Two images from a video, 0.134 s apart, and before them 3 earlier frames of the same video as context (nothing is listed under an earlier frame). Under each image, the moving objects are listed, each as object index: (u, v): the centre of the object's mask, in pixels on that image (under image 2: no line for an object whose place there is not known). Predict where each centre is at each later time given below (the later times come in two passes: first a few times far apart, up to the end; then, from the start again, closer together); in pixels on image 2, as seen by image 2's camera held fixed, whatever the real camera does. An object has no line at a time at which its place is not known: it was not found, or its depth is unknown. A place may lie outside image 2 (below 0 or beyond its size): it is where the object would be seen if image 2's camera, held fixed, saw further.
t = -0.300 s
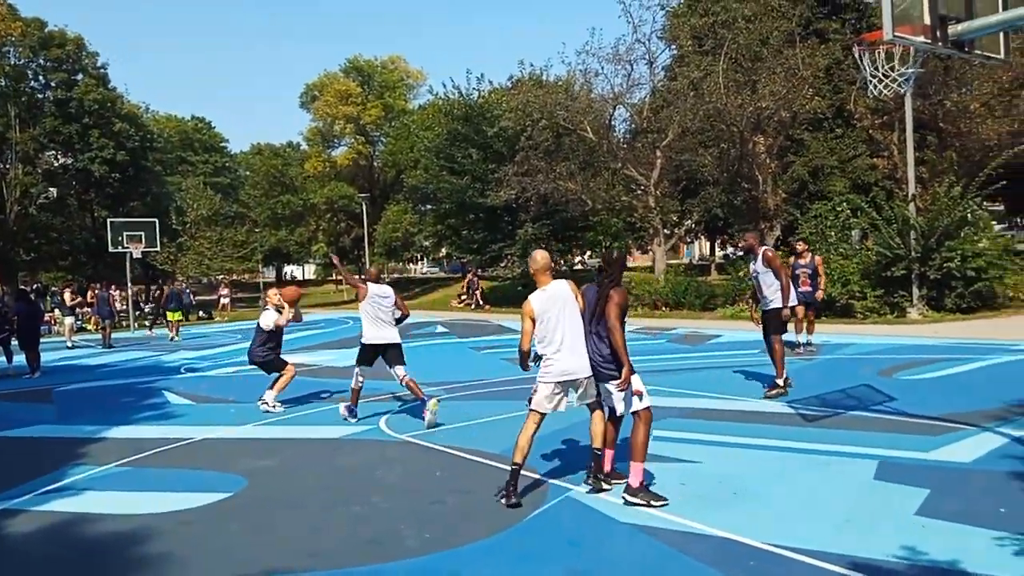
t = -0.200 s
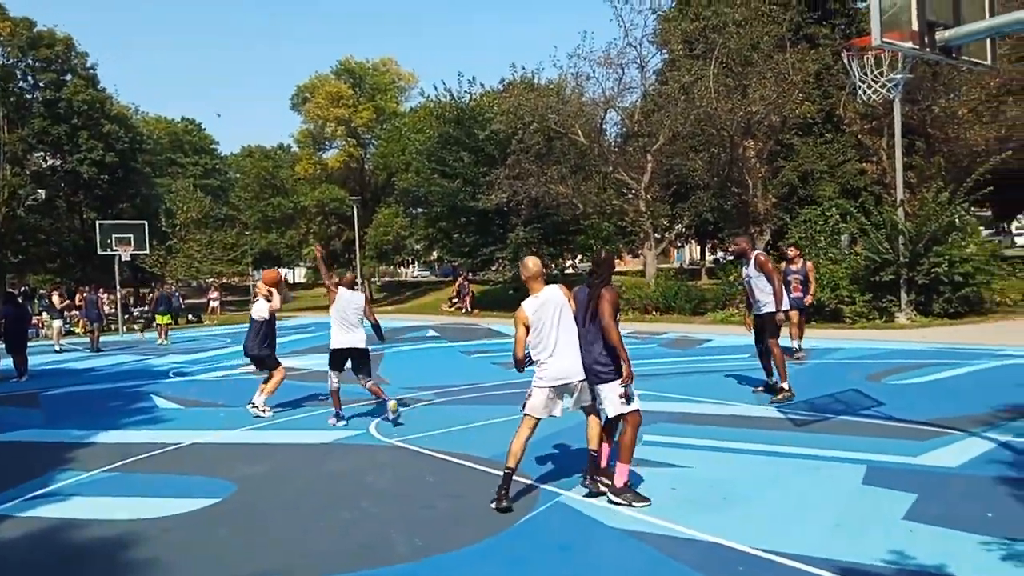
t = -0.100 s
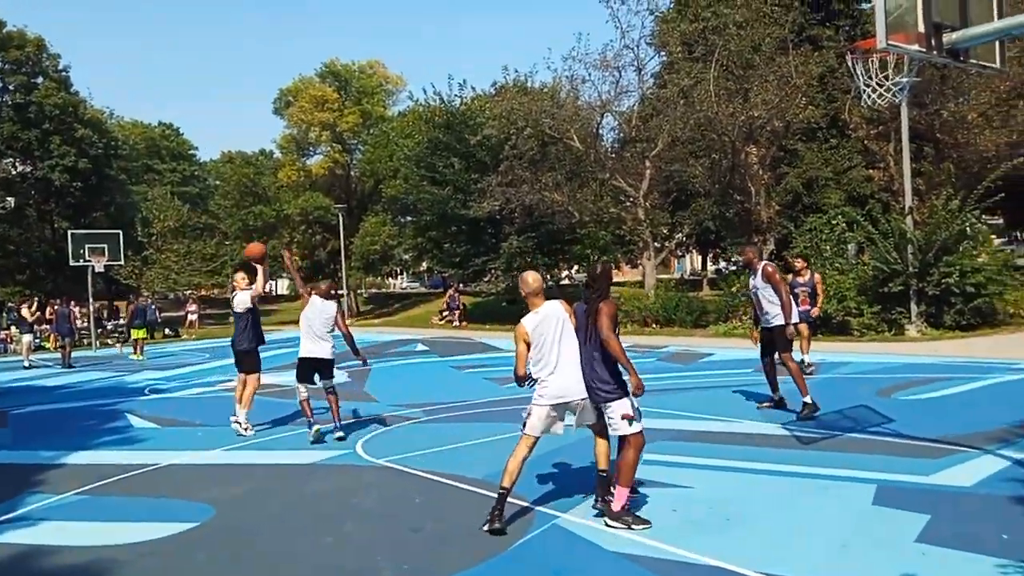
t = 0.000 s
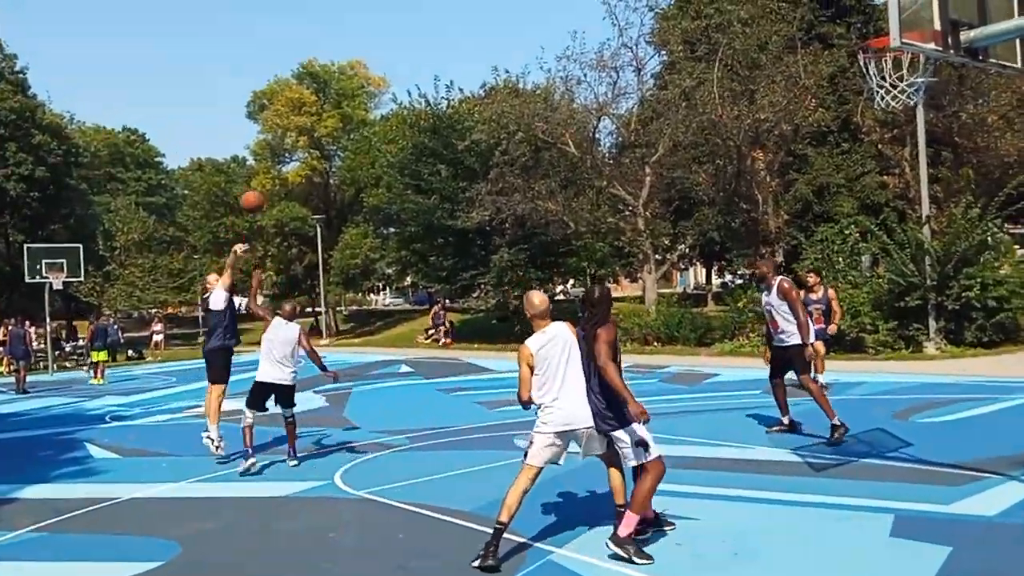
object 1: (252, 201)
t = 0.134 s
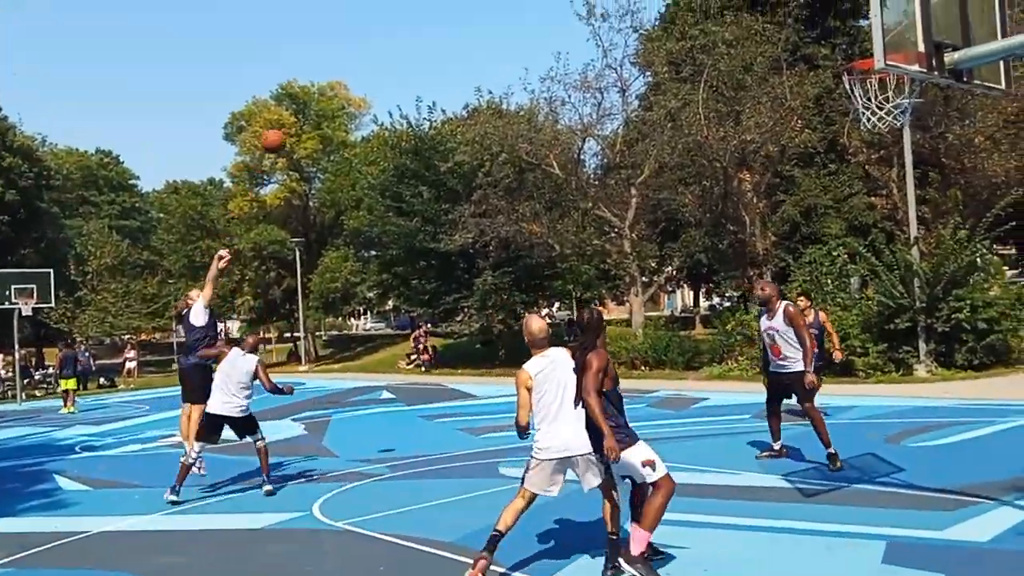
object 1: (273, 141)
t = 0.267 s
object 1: (322, 70)
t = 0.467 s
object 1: (406, -14)
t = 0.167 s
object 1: (285, 122)
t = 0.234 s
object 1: (309, 87)
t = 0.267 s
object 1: (322, 70)
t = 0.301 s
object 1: (335, 54)
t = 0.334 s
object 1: (348, 39)
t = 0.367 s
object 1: (362, 24)
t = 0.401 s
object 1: (375, 11)
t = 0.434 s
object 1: (390, -2)
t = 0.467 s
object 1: (406, -14)
